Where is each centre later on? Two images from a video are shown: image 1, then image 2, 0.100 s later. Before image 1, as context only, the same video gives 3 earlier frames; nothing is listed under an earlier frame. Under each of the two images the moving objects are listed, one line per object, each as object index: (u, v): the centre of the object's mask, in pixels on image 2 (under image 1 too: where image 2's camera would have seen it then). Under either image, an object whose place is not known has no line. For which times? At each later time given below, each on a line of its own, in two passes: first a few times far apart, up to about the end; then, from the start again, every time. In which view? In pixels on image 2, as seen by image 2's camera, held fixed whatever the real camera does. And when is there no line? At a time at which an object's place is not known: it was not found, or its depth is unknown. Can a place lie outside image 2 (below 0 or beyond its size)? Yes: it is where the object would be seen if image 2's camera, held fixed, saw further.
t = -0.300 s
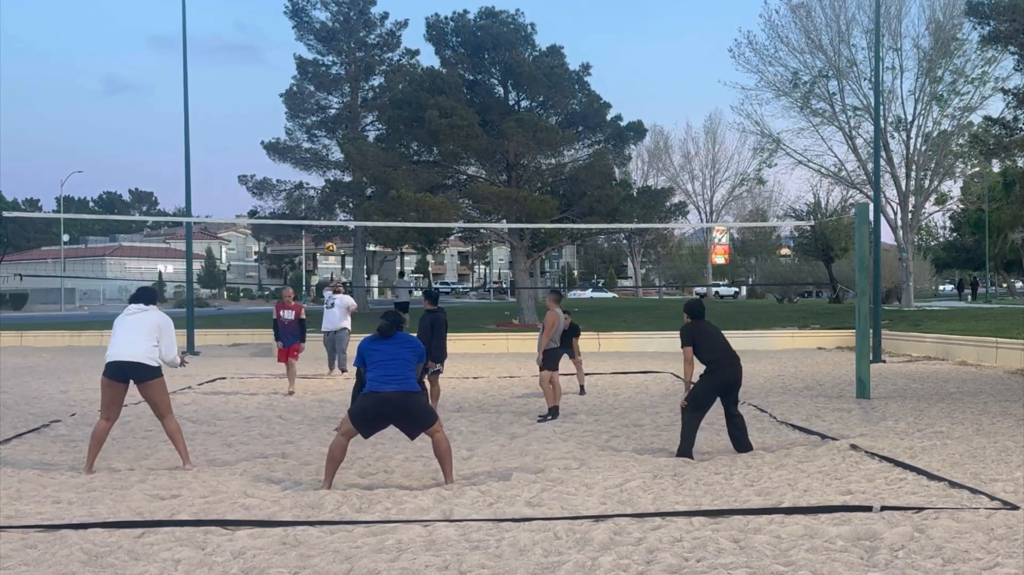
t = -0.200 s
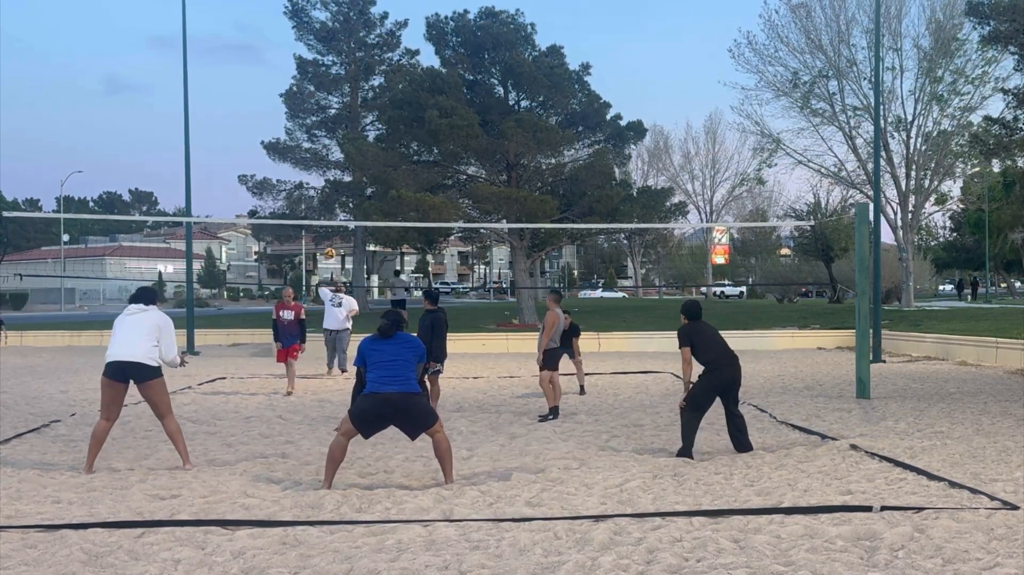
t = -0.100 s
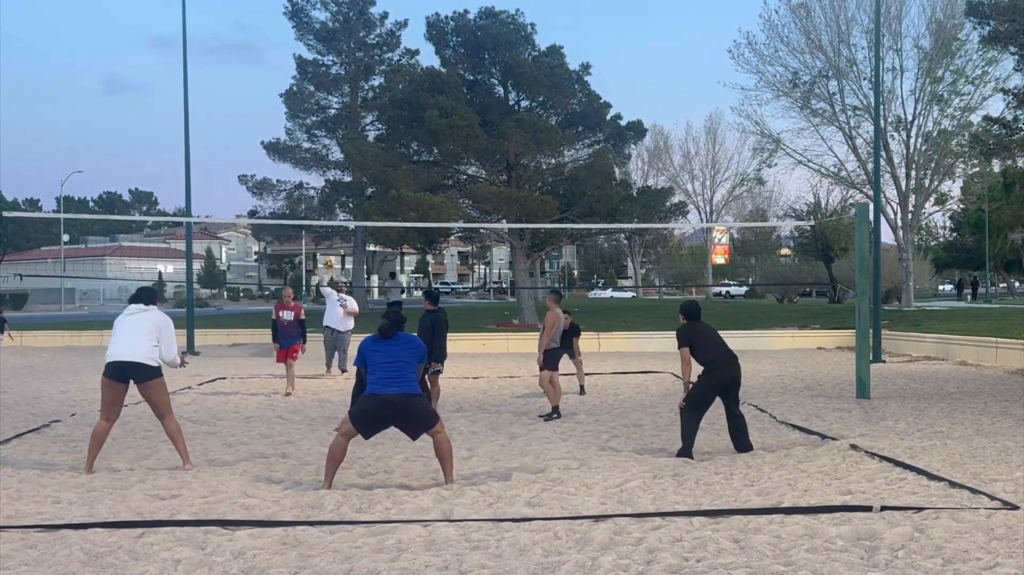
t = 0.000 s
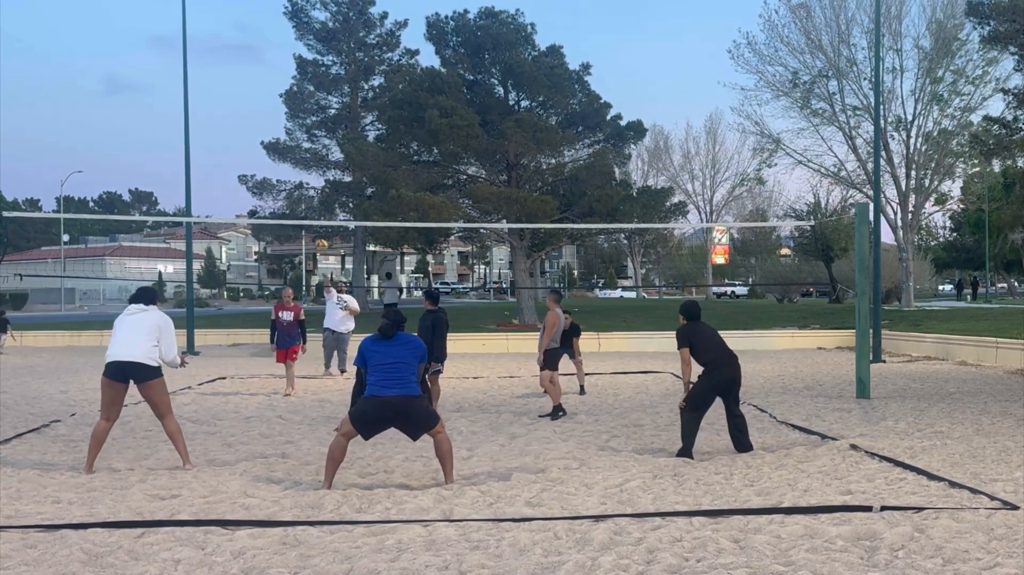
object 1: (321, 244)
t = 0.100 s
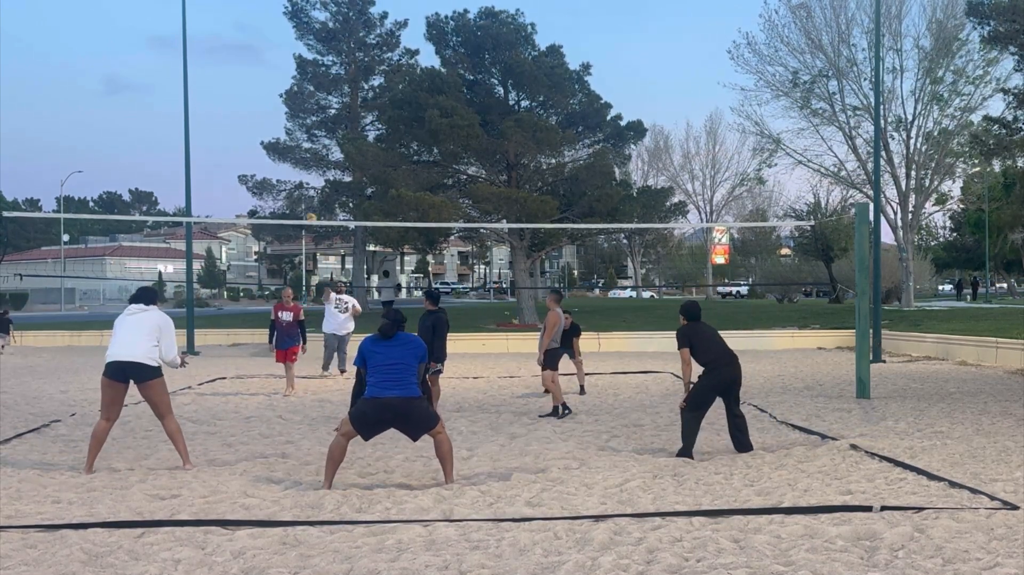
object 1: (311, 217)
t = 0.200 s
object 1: (297, 195)
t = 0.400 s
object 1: (270, 158)
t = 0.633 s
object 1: (236, 139)
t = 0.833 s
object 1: (202, 160)
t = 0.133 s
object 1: (305, 211)
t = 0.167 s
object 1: (301, 203)
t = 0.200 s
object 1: (297, 195)
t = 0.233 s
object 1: (292, 188)
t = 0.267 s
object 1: (288, 181)
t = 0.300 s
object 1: (284, 175)
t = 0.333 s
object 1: (279, 169)
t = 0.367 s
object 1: (274, 163)
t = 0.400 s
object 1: (270, 158)
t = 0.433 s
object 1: (265, 153)
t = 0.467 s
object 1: (261, 149)
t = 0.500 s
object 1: (256, 146)
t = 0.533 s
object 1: (251, 143)
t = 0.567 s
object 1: (246, 141)
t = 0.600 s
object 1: (241, 139)
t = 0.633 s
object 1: (236, 139)
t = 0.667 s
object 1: (231, 140)
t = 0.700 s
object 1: (225, 141)
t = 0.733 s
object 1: (220, 144)
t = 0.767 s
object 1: (214, 148)
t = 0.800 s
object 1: (208, 154)
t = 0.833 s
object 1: (202, 160)
